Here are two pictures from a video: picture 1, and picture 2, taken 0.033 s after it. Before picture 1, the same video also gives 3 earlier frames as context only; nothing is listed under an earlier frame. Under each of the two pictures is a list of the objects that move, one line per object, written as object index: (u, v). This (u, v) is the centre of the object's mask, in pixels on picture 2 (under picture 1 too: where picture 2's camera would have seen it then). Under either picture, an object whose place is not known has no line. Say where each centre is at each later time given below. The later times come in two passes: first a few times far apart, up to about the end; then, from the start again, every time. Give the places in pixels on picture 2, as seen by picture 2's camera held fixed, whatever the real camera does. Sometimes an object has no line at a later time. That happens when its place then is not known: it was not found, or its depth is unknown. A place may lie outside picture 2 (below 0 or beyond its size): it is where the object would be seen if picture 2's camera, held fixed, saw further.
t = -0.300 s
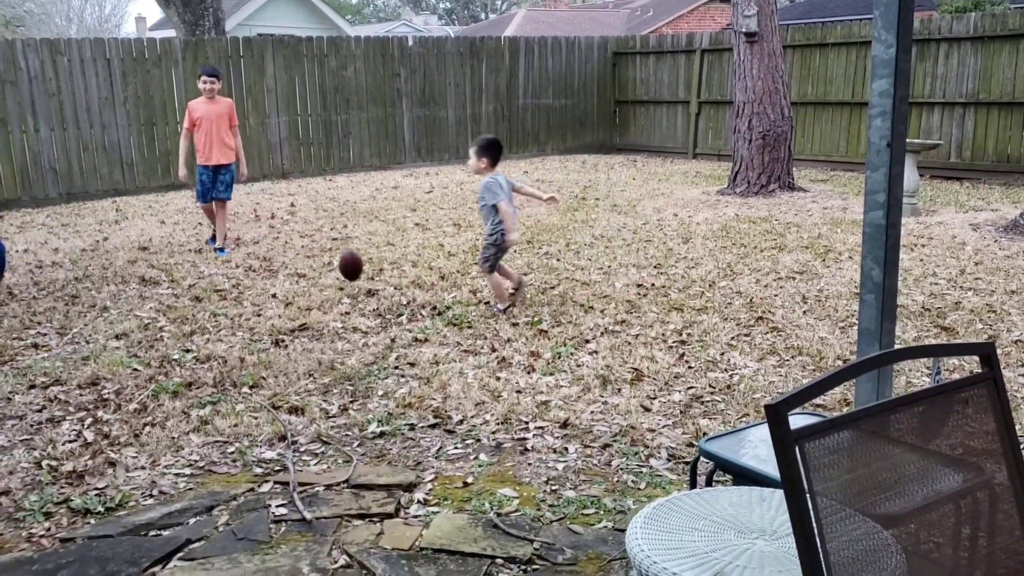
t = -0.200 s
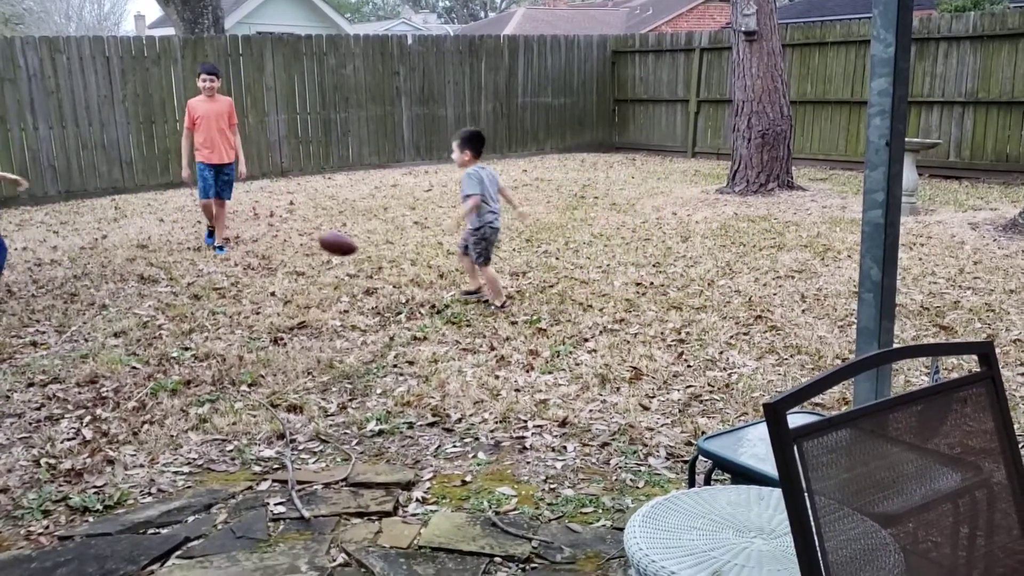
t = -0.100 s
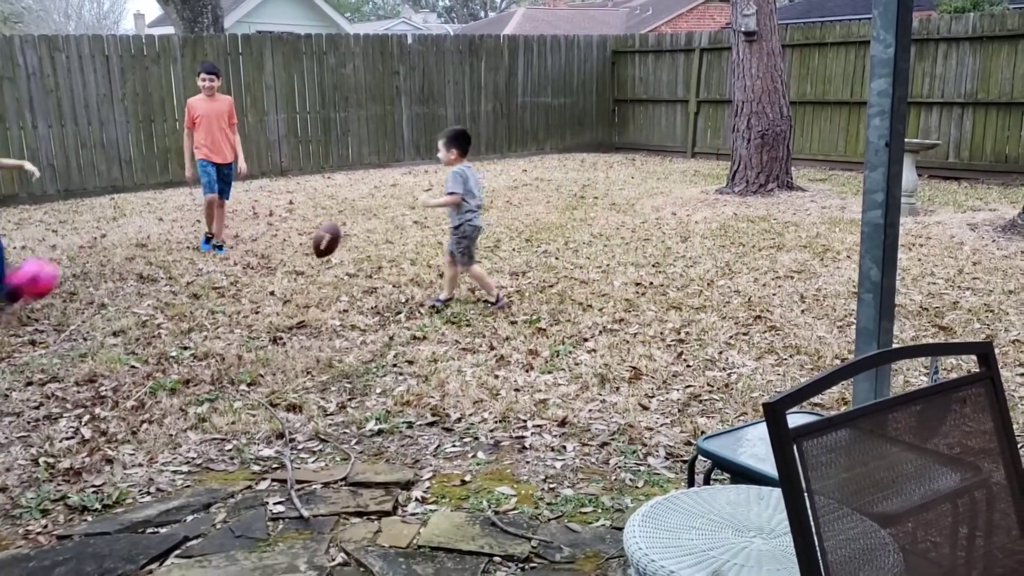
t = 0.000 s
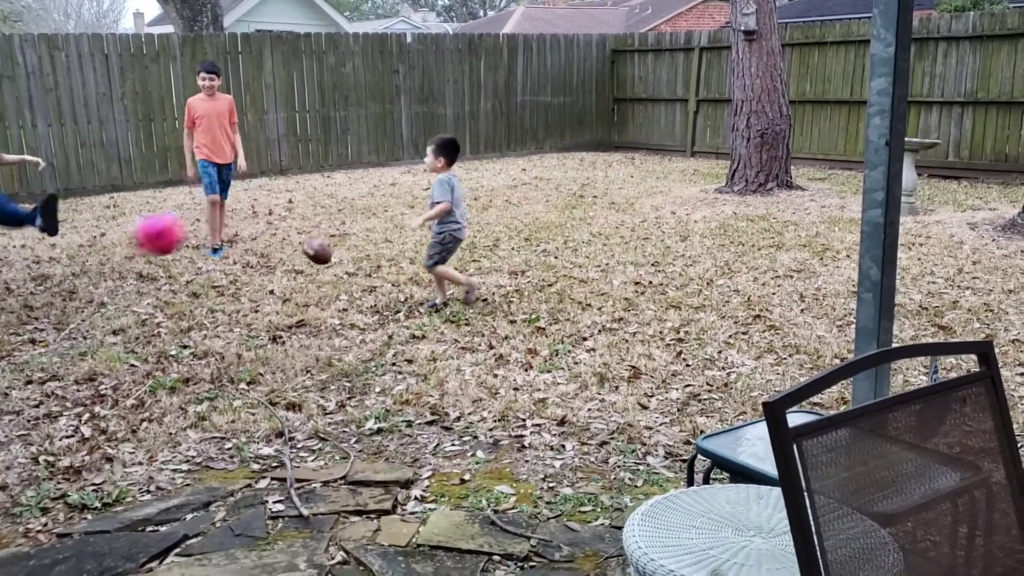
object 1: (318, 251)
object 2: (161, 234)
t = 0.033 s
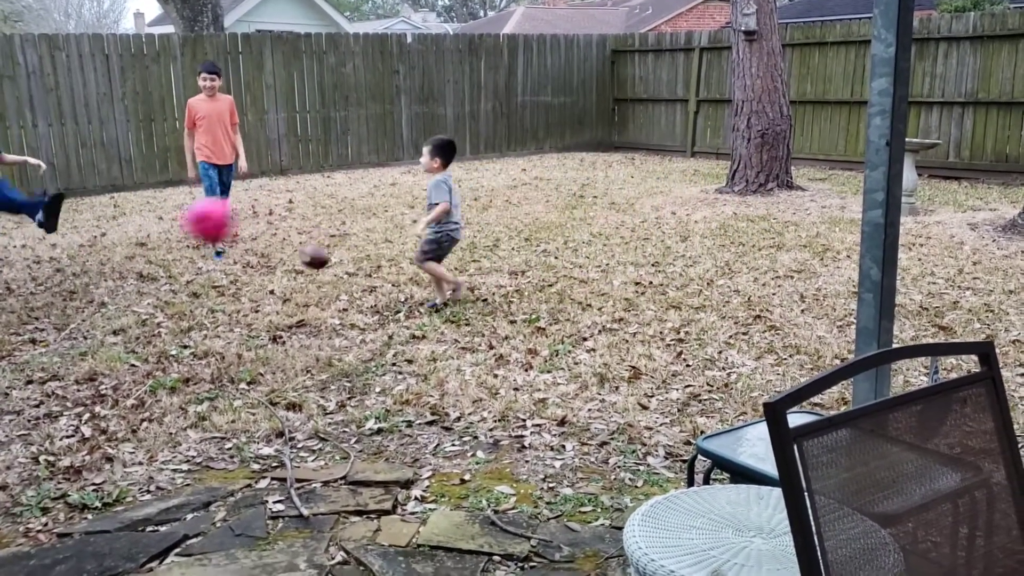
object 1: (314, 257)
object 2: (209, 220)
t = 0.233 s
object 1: (289, 279)
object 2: (580, 176)
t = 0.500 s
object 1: (261, 290)
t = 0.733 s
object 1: (256, 290)
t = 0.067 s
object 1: (312, 266)
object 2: (264, 209)
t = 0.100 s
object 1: (308, 276)
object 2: (322, 198)
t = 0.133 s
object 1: (305, 282)
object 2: (384, 190)
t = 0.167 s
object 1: (299, 282)
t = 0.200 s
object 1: (294, 280)
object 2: (512, 178)
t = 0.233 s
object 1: (289, 279)
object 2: (580, 176)
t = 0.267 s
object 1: (284, 283)
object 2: (656, 179)
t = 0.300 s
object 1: (280, 286)
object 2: (734, 183)
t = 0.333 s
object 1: (275, 289)
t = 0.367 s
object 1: (271, 290)
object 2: (924, 208)
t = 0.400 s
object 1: (269, 289)
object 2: (990, 228)
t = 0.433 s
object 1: (266, 289)
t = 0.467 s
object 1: (263, 291)
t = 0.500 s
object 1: (261, 290)
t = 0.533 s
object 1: (260, 290)
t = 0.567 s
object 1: (258, 289)
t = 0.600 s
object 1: (257, 290)
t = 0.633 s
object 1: (257, 290)
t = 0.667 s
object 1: (256, 290)
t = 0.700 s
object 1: (256, 290)
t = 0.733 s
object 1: (256, 290)
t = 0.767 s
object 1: (256, 290)
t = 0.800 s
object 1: (256, 290)
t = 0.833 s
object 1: (256, 290)
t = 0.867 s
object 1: (257, 291)
